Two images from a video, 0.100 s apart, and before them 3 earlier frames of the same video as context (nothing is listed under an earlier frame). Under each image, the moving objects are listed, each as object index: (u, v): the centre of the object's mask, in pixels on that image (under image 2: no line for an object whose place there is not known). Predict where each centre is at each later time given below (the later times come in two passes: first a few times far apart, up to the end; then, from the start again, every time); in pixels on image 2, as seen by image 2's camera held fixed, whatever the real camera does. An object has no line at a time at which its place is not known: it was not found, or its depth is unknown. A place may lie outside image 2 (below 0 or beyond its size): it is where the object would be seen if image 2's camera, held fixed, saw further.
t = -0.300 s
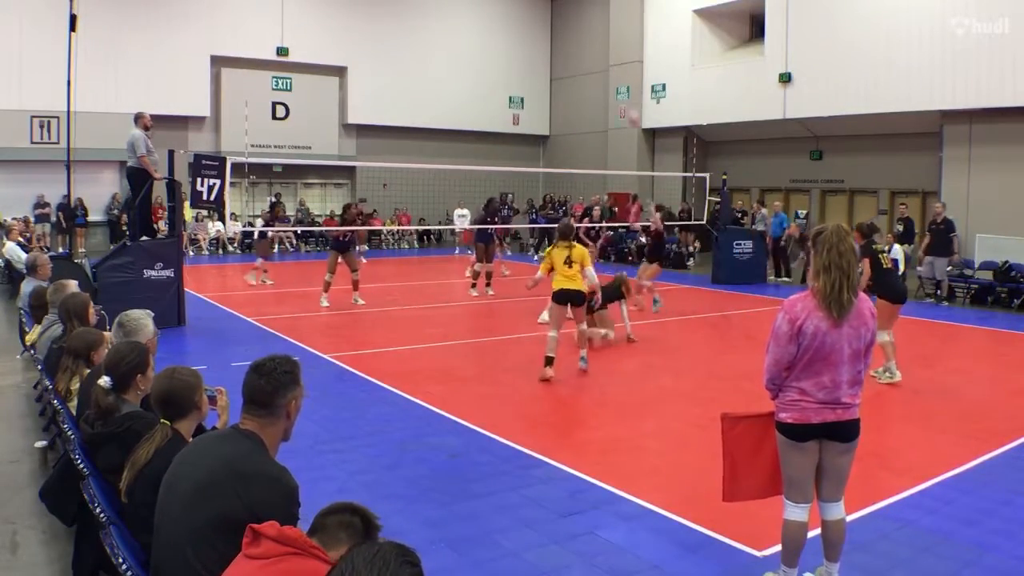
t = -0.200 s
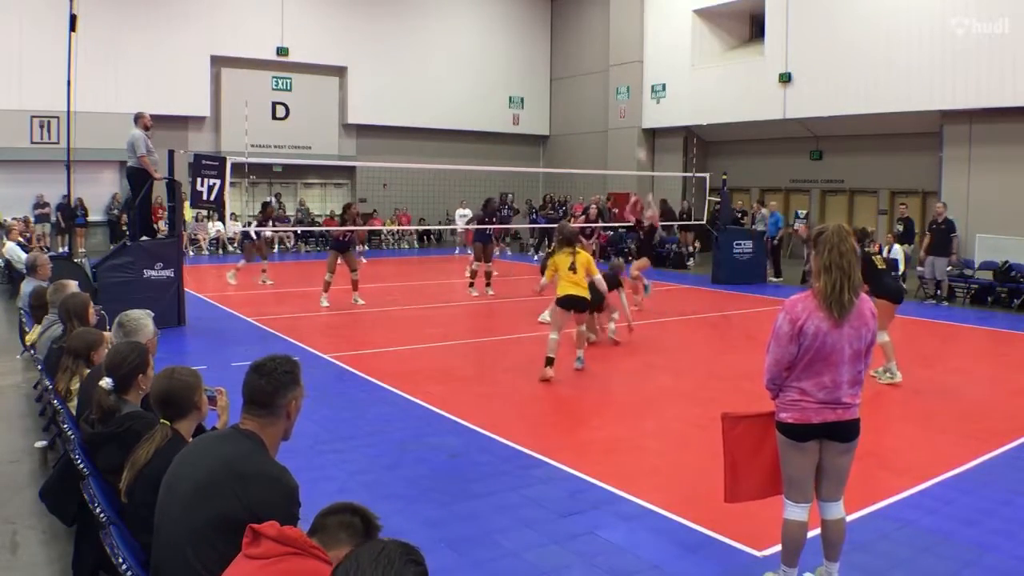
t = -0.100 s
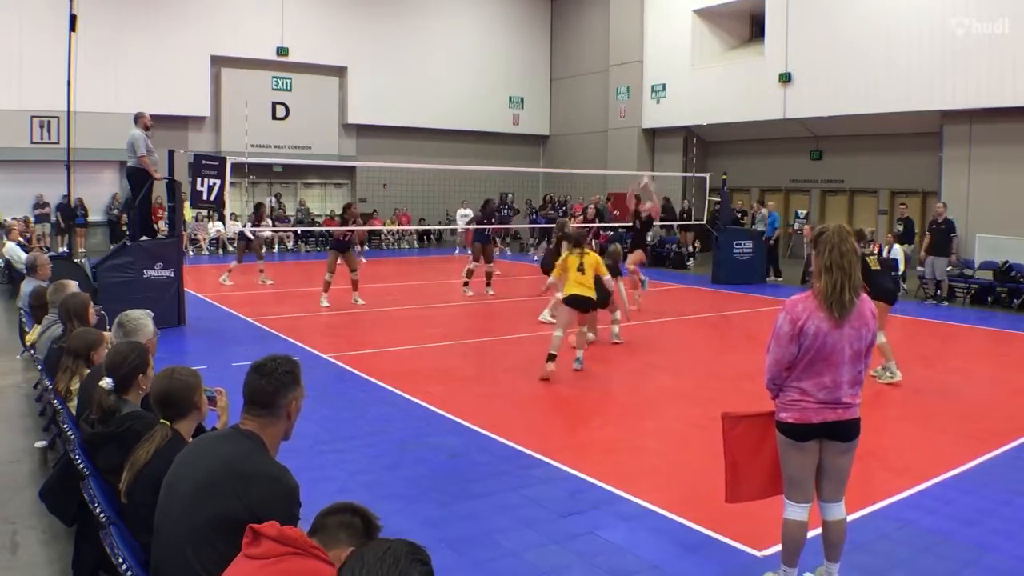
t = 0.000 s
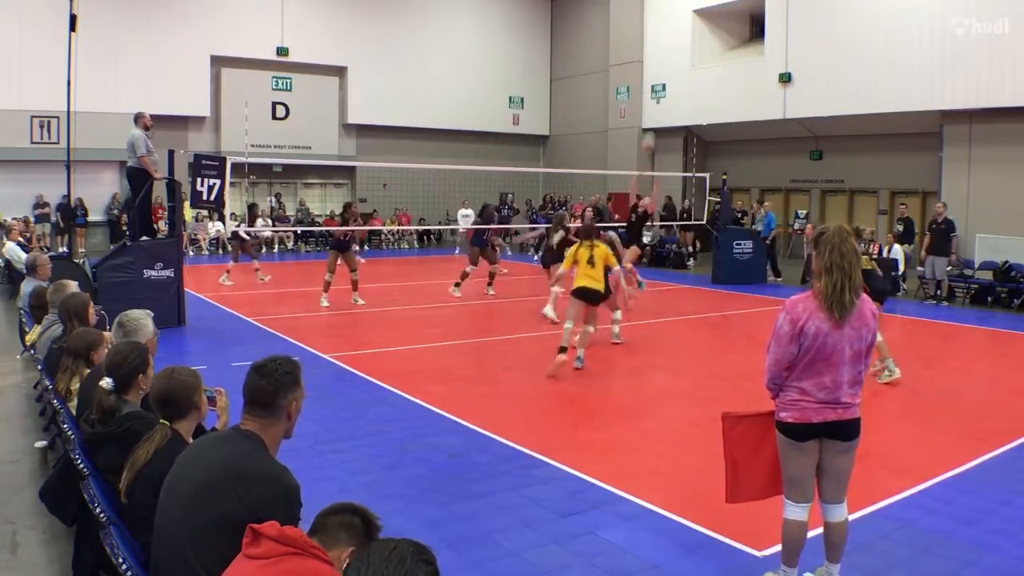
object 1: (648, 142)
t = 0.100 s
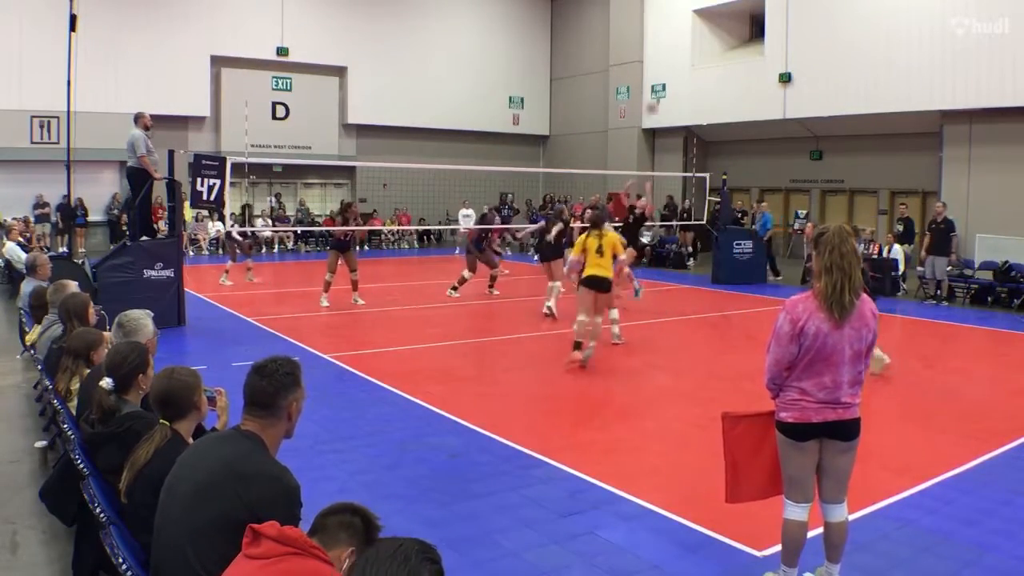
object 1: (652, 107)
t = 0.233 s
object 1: (656, 68)
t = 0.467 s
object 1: (662, 25)
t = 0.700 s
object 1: (669, 18)
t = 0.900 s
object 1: (675, 43)
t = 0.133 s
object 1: (652, 95)
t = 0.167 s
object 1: (654, 84)
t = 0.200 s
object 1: (655, 75)
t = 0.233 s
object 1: (656, 68)
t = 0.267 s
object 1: (656, 59)
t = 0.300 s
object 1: (658, 51)
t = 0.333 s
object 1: (659, 44)
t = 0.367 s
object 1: (659, 38)
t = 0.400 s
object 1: (660, 33)
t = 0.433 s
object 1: (661, 29)
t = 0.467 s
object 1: (662, 25)
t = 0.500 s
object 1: (663, 21)
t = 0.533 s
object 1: (664, 19)
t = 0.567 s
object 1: (665, 17)
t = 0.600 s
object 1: (666, 16)
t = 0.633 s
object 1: (667, 16)
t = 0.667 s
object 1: (668, 16)
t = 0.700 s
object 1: (669, 18)
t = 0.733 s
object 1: (670, 20)
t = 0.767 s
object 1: (671, 23)
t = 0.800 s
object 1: (672, 27)
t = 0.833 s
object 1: (673, 31)
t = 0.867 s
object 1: (674, 36)
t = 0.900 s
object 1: (675, 43)
